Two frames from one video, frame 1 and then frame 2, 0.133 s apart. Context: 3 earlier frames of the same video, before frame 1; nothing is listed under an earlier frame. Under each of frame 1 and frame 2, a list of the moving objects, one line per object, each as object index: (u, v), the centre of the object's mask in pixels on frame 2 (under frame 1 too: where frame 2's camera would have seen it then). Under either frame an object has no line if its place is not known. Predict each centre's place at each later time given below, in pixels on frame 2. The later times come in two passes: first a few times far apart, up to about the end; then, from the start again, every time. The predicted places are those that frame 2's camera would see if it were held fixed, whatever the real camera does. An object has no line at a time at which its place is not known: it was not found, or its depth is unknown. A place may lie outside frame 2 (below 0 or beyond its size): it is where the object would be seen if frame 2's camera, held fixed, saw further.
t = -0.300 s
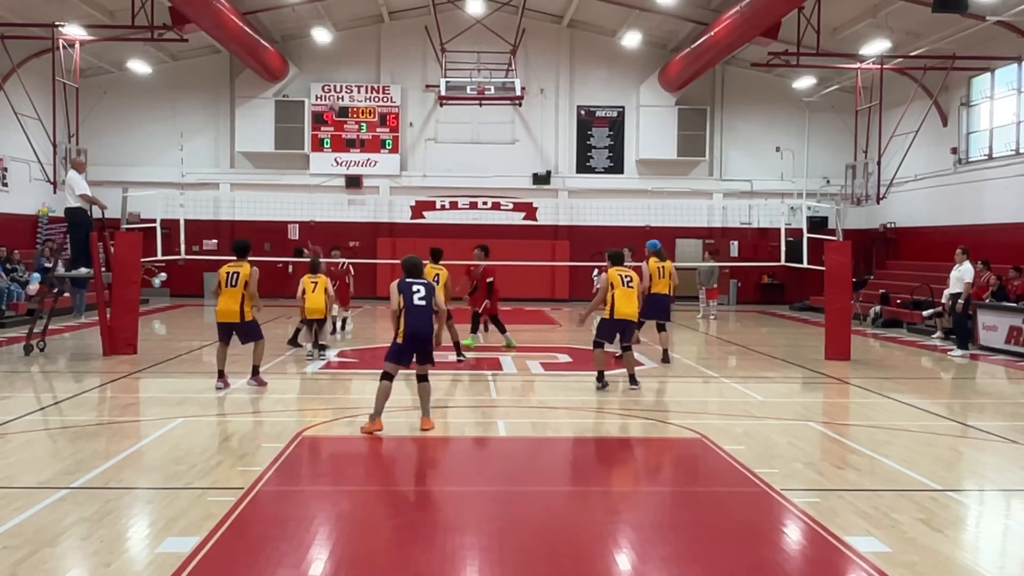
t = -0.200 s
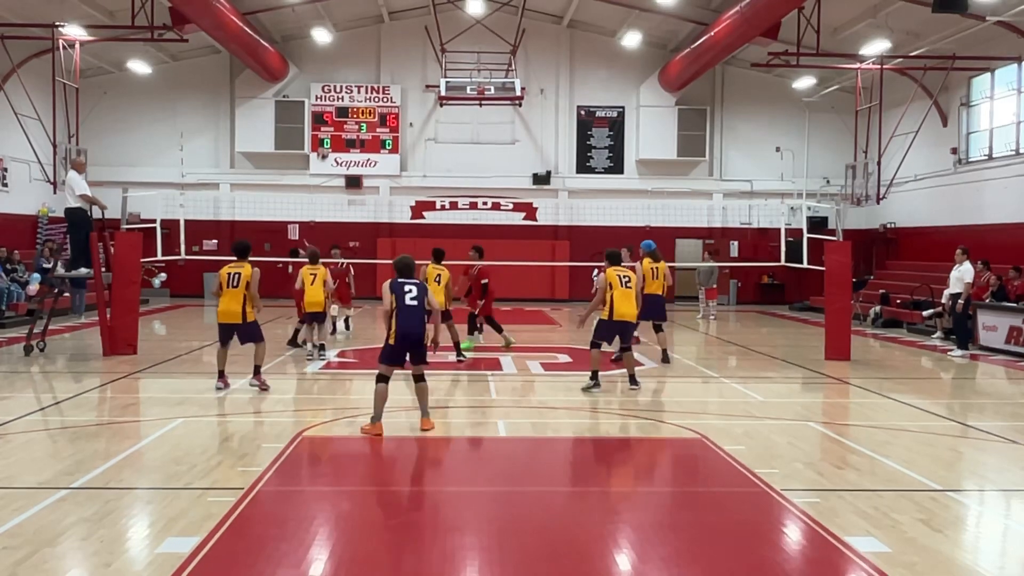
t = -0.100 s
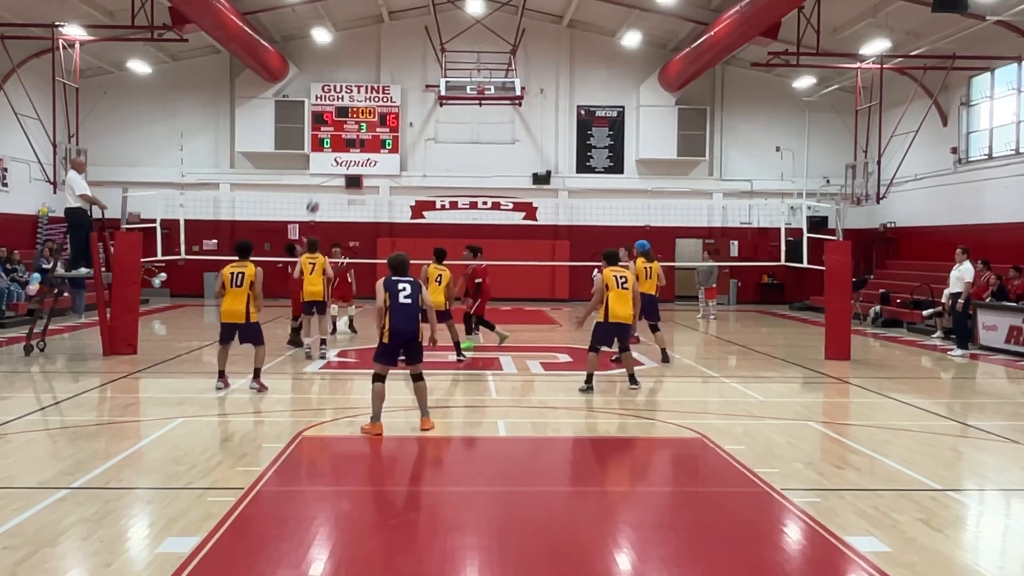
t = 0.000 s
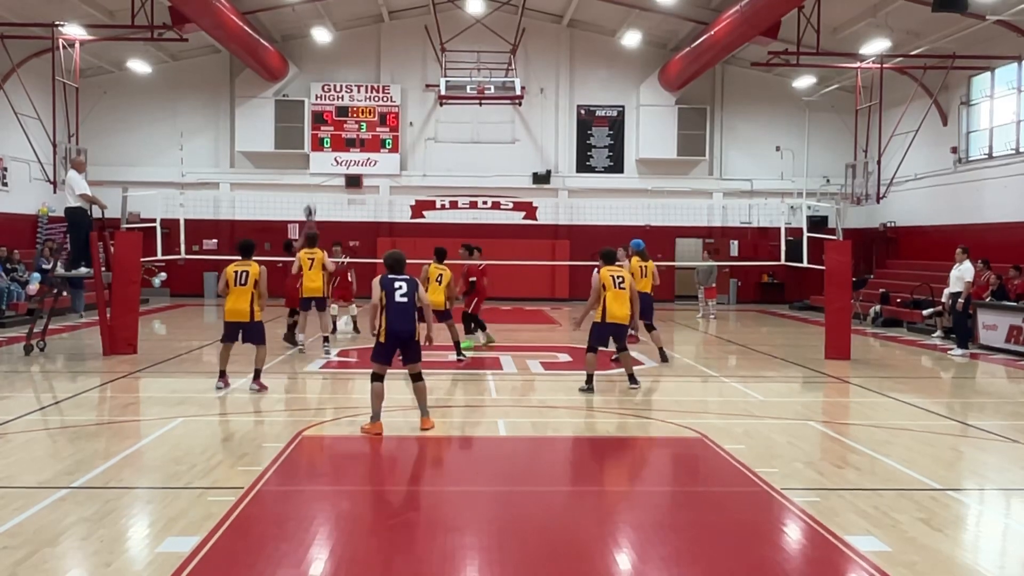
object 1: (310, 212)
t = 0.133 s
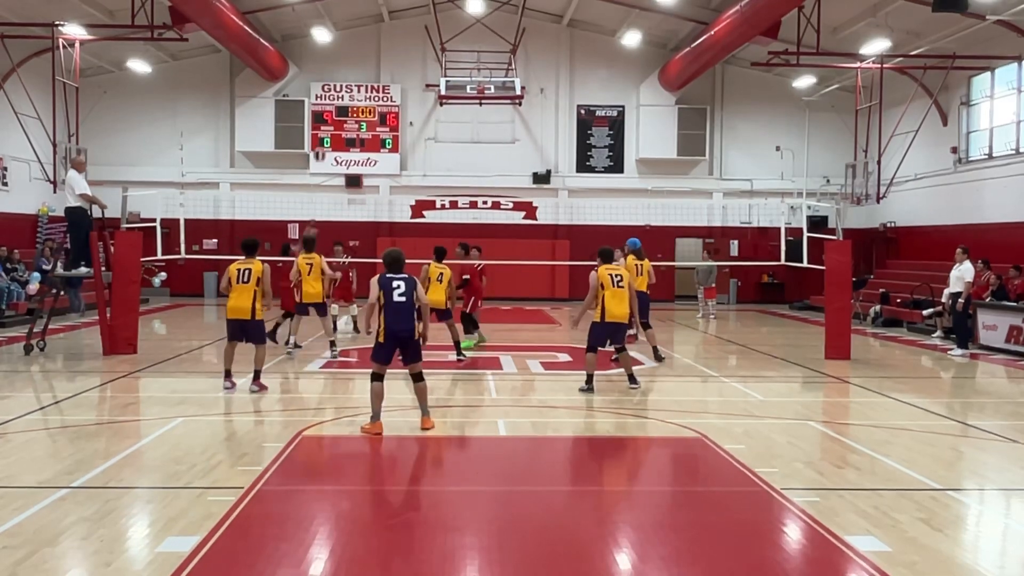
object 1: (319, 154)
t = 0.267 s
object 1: (329, 113)
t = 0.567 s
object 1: (351, 48)
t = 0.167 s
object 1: (323, 142)
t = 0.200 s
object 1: (325, 130)
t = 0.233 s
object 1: (326, 120)
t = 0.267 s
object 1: (329, 113)
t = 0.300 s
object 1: (331, 100)
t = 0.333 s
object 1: (334, 91)
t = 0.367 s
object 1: (336, 81)
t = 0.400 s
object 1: (338, 75)
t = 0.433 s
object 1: (341, 68)
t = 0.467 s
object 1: (343, 62)
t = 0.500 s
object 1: (346, 57)
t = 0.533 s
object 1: (349, 51)
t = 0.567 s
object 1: (351, 48)
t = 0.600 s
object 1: (353, 45)
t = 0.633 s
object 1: (355, 43)
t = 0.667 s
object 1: (358, 40)
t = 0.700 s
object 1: (360, 39)
